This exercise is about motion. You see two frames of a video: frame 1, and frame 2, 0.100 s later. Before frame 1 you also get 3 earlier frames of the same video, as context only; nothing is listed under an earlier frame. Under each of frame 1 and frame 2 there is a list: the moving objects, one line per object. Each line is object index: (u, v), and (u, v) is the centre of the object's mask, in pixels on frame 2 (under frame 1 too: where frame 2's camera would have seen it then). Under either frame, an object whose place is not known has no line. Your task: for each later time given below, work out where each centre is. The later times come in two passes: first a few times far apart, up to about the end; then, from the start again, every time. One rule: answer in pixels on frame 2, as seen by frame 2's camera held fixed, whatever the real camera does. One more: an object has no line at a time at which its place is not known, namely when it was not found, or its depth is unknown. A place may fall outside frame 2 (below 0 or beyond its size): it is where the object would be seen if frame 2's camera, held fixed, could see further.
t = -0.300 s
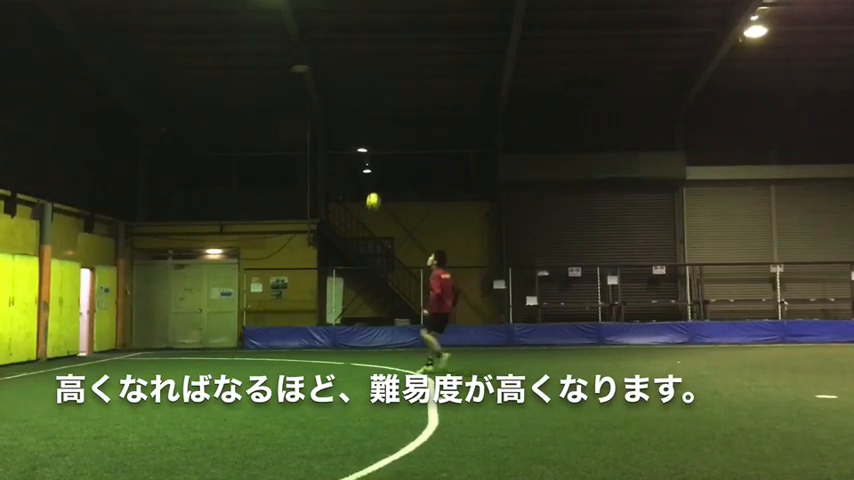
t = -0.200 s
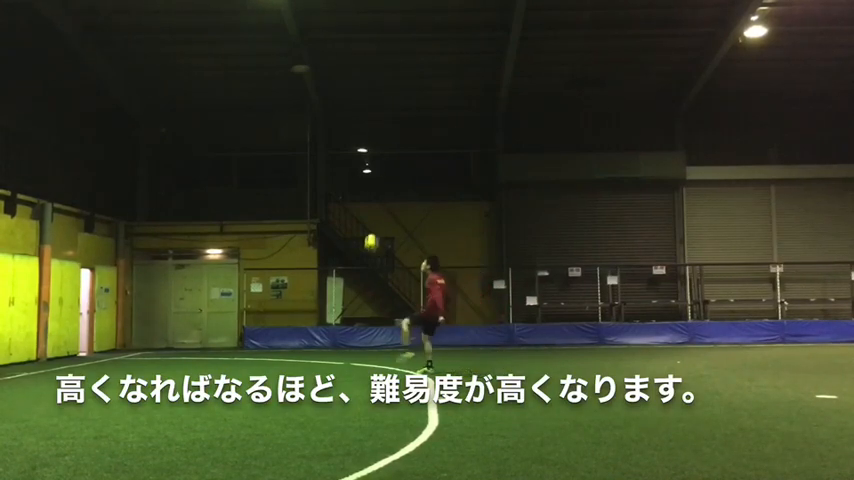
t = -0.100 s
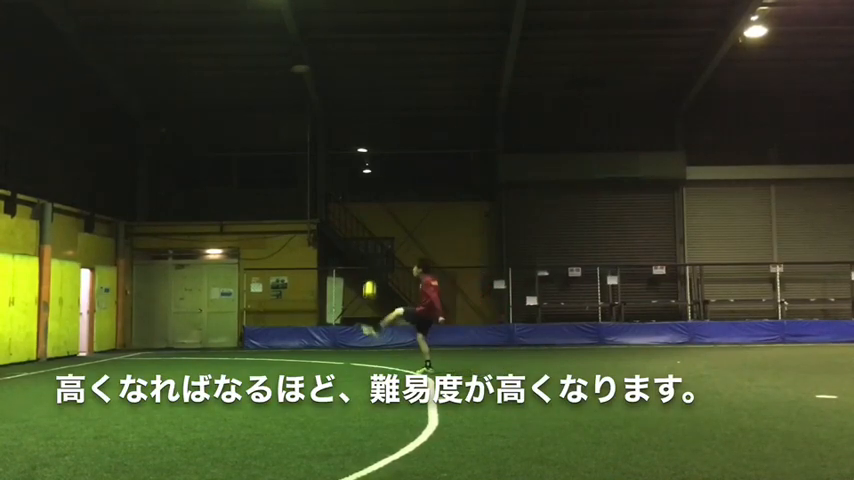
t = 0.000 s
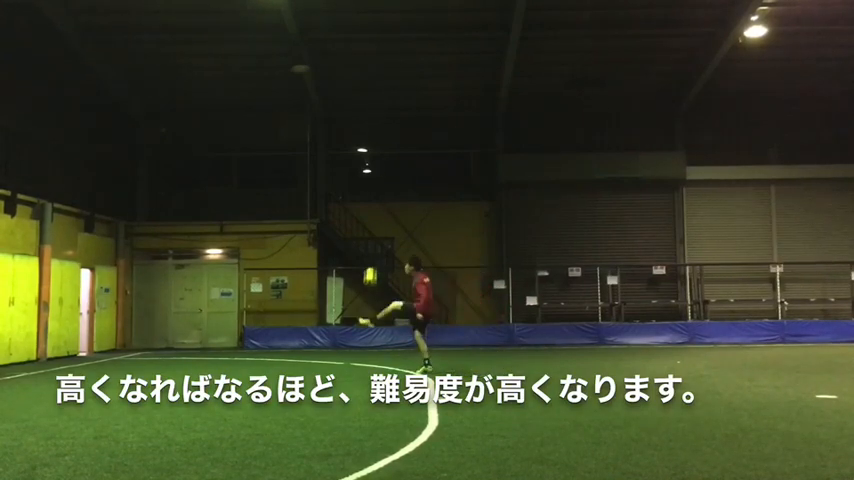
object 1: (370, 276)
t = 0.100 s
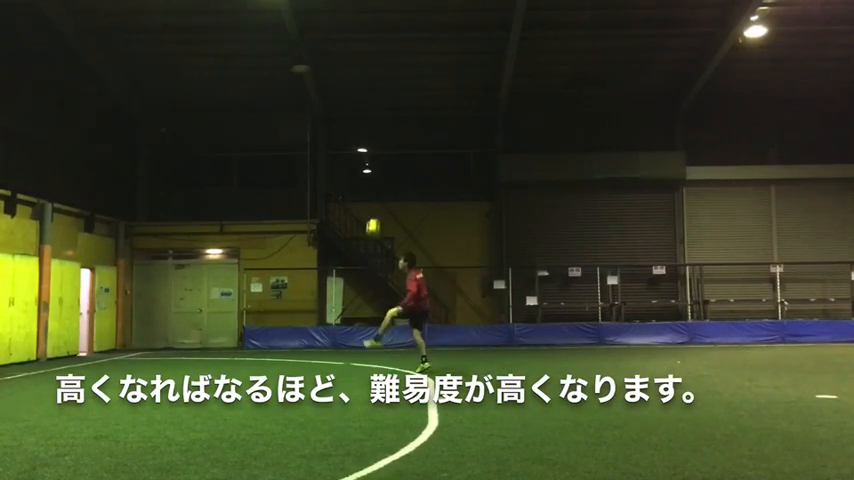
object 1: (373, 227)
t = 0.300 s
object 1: (378, 152)
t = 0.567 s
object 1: (385, 98)
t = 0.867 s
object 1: (392, 92)
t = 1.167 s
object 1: (399, 144)
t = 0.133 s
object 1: (373, 213)
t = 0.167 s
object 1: (374, 198)
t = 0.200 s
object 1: (376, 186)
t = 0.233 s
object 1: (376, 175)
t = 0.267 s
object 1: (377, 163)
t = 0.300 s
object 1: (378, 152)
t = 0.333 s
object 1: (379, 144)
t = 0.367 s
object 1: (380, 134)
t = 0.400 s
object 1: (380, 126)
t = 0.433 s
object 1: (381, 119)
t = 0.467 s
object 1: (382, 113)
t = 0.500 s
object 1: (383, 107)
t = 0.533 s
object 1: (384, 102)
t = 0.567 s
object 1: (385, 98)
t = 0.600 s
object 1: (385, 94)
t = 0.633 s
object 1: (386, 91)
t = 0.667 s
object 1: (387, 90)
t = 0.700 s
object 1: (388, 88)
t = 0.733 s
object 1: (389, 88)
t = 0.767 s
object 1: (390, 88)
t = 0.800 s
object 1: (391, 89)
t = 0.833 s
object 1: (391, 90)
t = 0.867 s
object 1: (392, 92)
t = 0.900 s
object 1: (393, 95)
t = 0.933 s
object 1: (394, 99)
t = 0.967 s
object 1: (394, 103)
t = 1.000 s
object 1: (395, 108)
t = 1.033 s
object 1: (396, 114)
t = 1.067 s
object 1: (397, 120)
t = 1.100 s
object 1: (398, 128)
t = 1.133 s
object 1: (398, 135)
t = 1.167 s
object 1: (399, 144)
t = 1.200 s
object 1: (400, 153)
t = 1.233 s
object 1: (401, 163)
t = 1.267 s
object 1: (402, 173)
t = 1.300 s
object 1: (403, 185)
